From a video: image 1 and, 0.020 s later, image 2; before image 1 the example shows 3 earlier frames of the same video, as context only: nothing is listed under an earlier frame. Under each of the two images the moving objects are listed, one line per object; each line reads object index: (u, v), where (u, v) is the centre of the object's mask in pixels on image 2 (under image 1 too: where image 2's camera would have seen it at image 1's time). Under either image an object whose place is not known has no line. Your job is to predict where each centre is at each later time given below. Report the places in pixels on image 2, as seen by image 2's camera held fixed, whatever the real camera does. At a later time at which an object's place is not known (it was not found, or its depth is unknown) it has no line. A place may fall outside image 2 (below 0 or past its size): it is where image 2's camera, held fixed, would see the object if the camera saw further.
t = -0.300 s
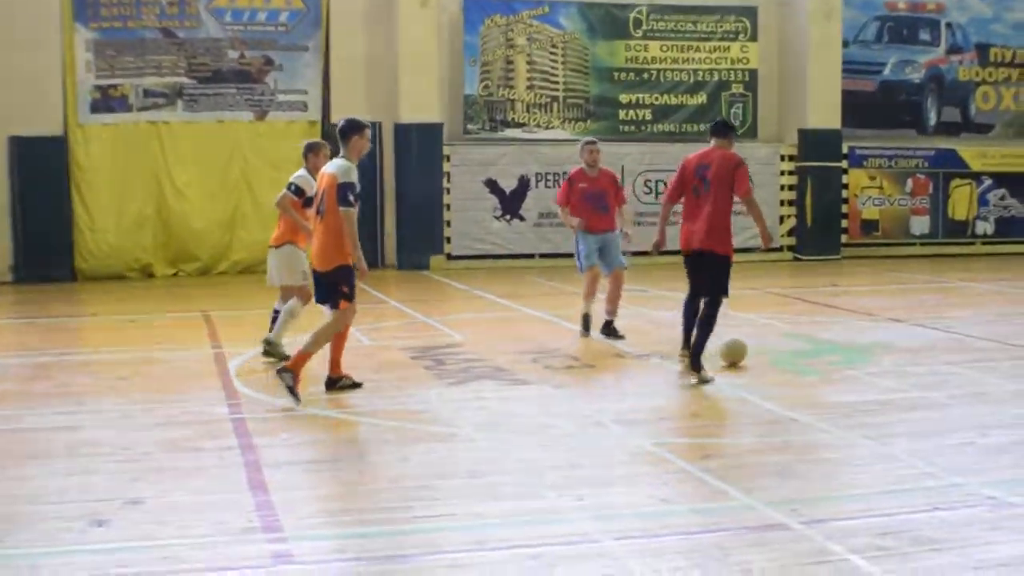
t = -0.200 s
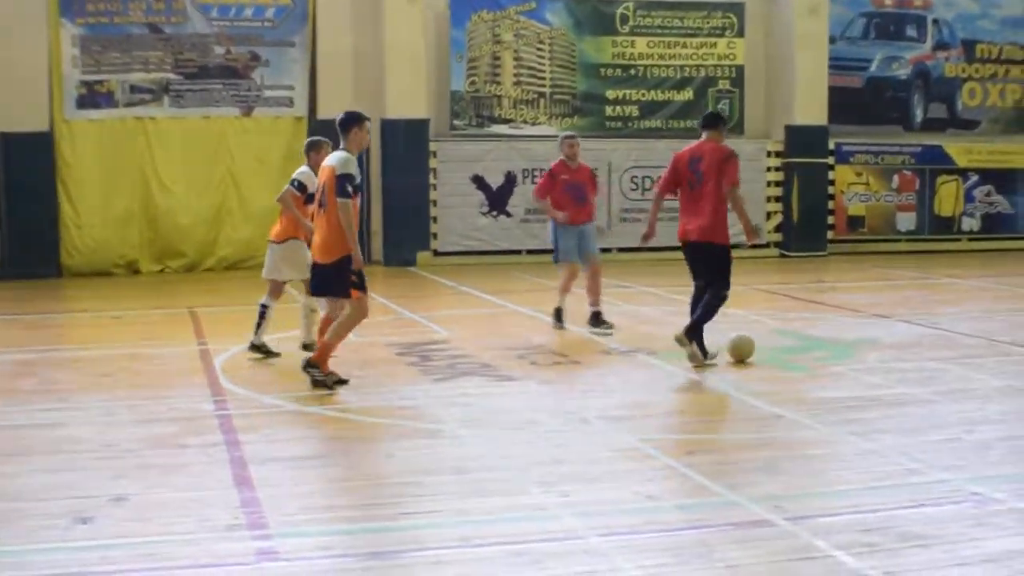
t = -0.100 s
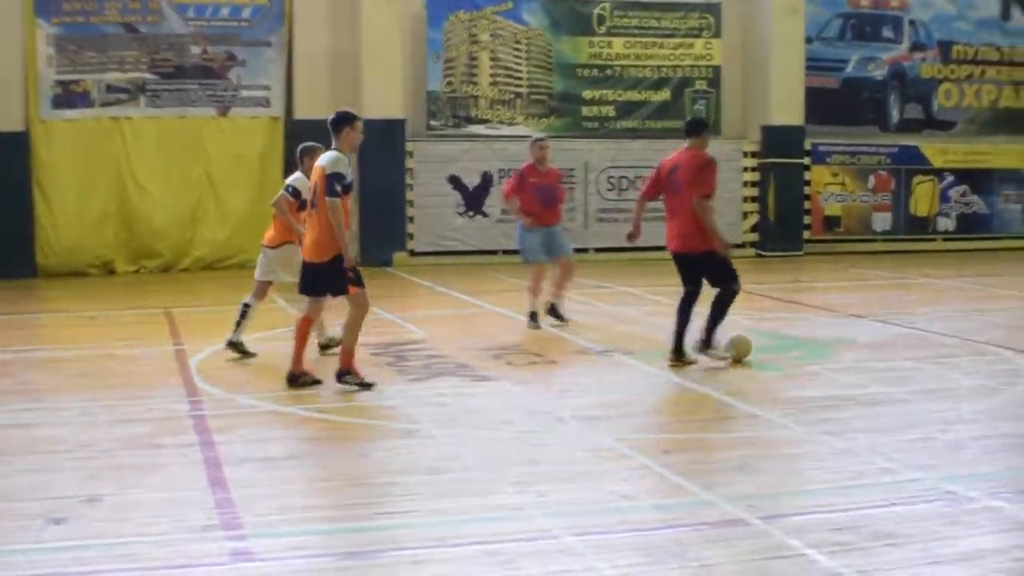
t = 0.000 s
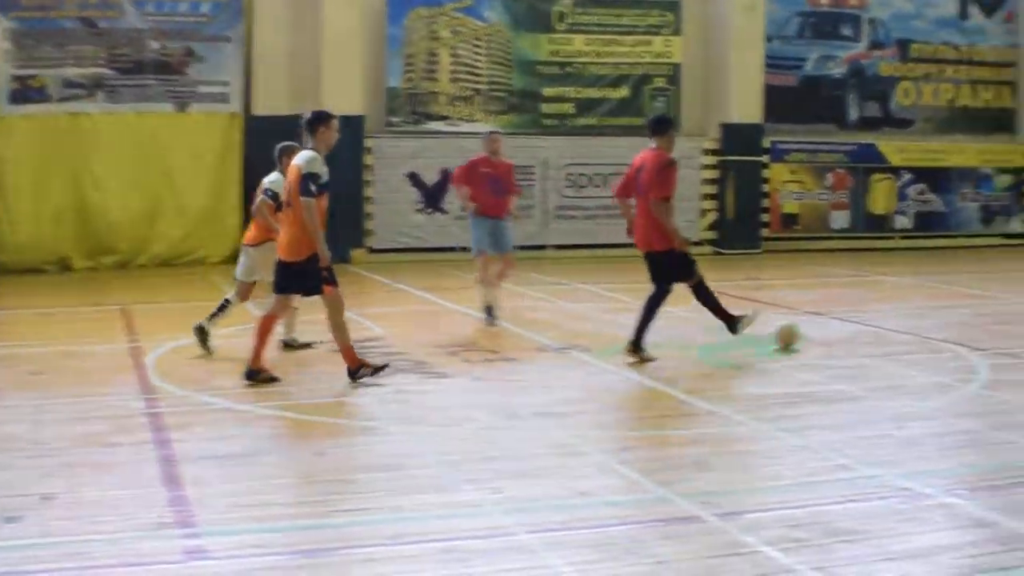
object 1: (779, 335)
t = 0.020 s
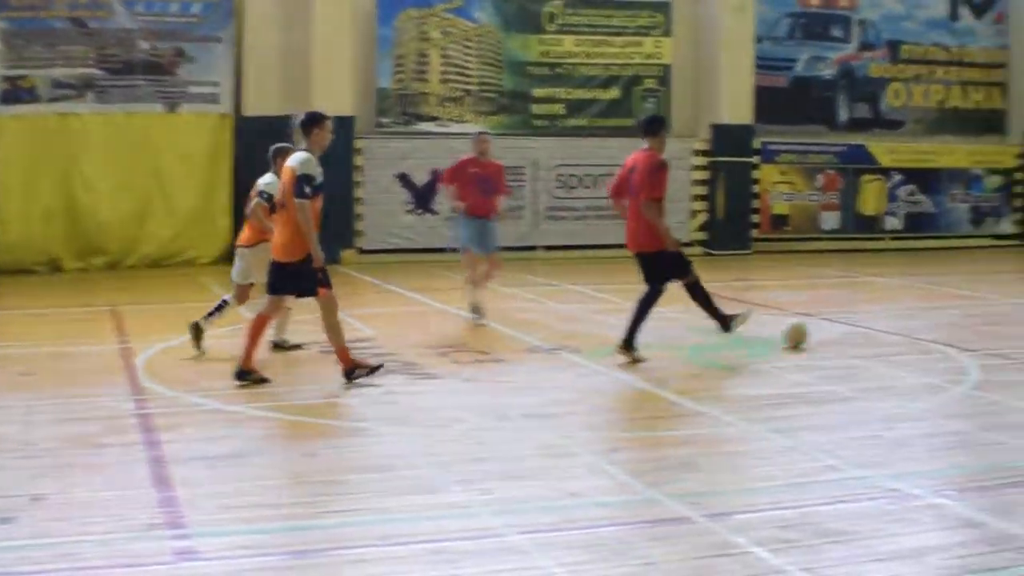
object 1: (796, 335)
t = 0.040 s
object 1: (813, 333)
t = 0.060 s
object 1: (830, 332)
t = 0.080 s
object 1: (846, 329)
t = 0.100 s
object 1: (862, 327)
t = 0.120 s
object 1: (876, 325)
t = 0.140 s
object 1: (890, 324)
